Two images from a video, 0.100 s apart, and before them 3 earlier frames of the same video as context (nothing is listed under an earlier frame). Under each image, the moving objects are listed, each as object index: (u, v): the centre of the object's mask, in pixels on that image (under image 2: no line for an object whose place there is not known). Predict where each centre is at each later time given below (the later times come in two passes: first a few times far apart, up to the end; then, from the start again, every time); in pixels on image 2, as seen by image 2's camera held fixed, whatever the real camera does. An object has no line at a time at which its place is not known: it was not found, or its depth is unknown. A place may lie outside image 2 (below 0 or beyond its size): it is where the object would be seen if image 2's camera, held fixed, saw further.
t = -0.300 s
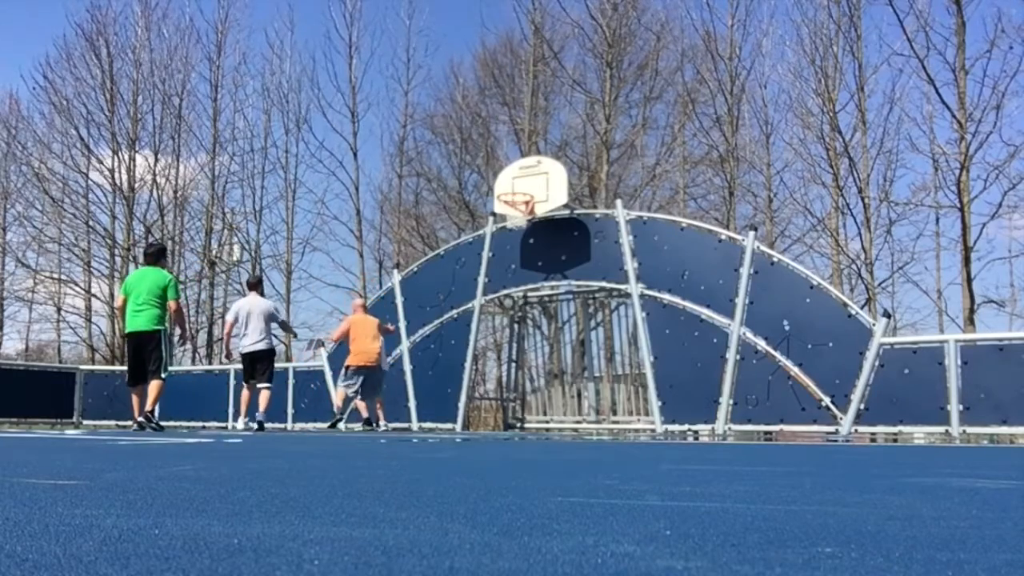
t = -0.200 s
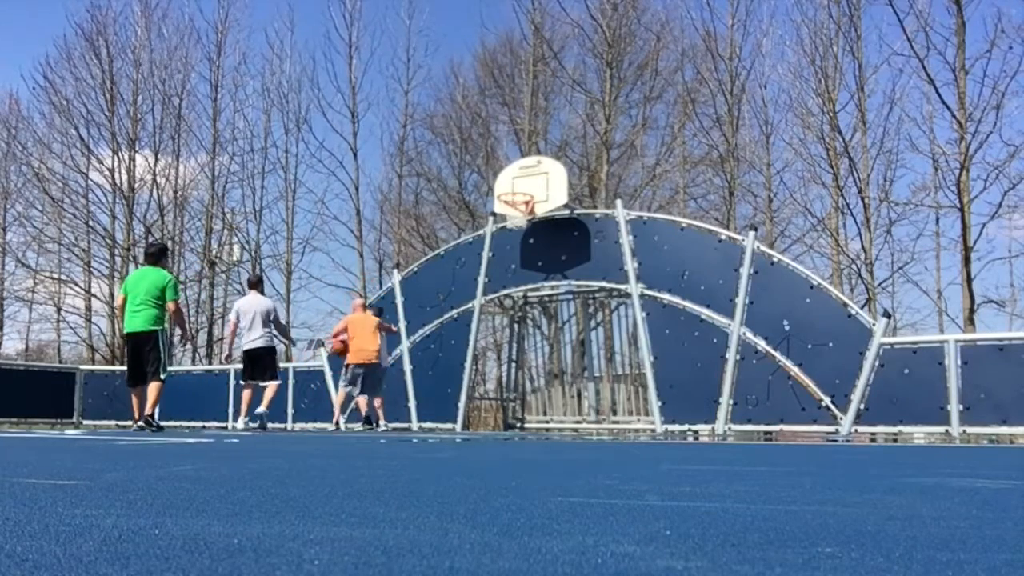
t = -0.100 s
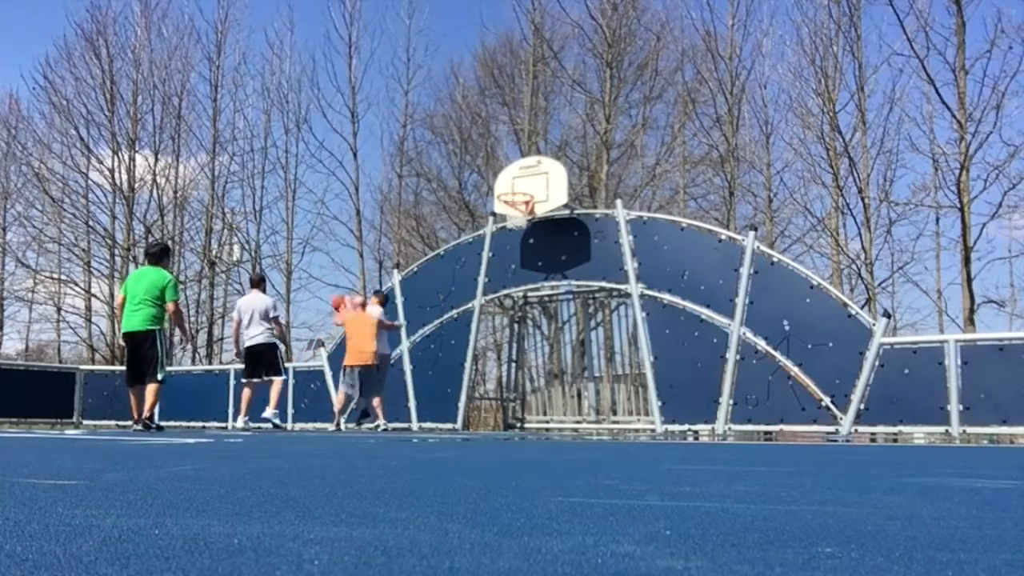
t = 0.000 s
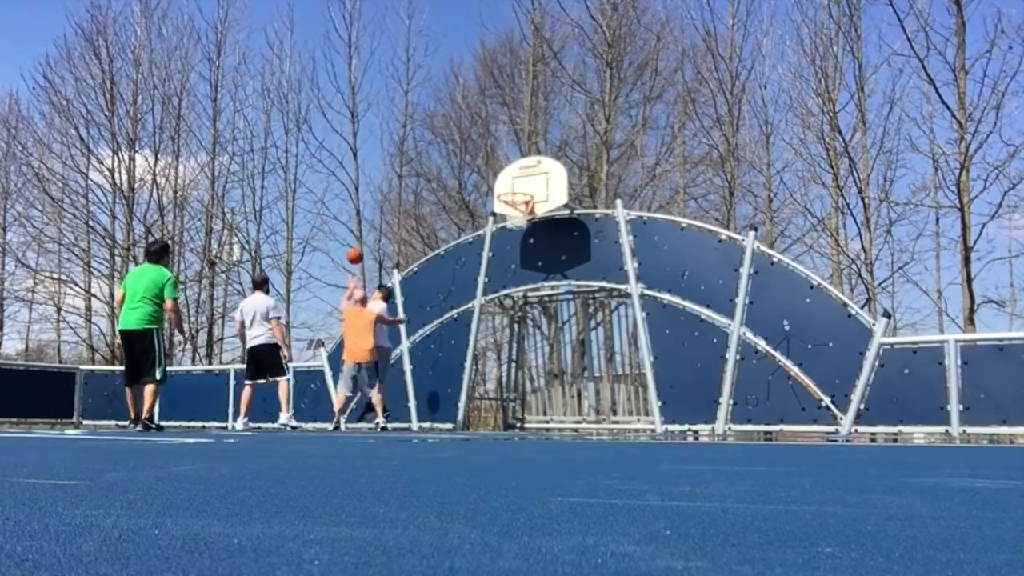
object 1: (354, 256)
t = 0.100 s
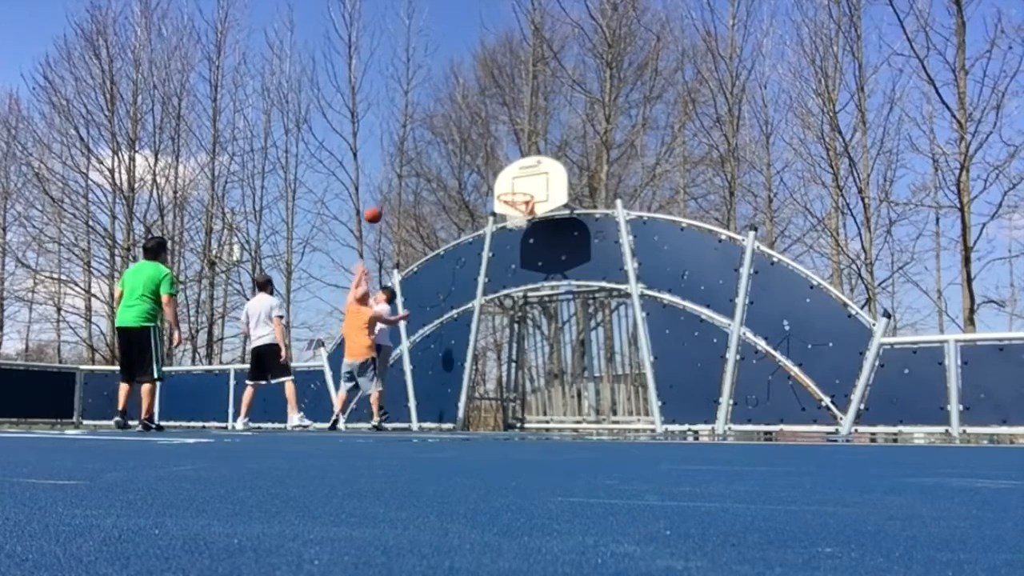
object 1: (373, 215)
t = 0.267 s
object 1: (403, 162)
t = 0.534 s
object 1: (452, 118)
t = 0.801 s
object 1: (501, 123)
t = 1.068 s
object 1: (554, 180)
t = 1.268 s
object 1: (596, 258)
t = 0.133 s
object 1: (379, 202)
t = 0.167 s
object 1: (385, 191)
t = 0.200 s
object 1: (391, 181)
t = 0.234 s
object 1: (397, 172)
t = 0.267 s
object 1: (403, 162)
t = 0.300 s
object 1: (408, 154)
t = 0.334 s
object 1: (415, 146)
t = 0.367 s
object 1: (421, 140)
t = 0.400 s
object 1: (427, 134)
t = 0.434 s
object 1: (433, 129)
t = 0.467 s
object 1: (438, 125)
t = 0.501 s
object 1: (445, 121)
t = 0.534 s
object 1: (452, 118)
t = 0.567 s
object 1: (458, 116)
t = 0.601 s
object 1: (464, 114)
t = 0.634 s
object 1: (471, 114)
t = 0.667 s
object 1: (476, 115)
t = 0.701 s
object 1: (482, 116)
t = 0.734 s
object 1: (489, 117)
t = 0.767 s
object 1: (495, 120)
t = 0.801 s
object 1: (501, 123)
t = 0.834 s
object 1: (508, 127)
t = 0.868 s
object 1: (515, 133)
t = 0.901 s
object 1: (521, 138)
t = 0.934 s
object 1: (528, 145)
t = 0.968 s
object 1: (534, 152)
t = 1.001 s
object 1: (541, 160)
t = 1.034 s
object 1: (548, 170)
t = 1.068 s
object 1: (554, 180)
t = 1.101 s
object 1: (562, 191)
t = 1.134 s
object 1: (569, 203)
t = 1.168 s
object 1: (575, 215)
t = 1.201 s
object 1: (581, 227)
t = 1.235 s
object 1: (589, 242)
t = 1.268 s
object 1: (596, 258)
